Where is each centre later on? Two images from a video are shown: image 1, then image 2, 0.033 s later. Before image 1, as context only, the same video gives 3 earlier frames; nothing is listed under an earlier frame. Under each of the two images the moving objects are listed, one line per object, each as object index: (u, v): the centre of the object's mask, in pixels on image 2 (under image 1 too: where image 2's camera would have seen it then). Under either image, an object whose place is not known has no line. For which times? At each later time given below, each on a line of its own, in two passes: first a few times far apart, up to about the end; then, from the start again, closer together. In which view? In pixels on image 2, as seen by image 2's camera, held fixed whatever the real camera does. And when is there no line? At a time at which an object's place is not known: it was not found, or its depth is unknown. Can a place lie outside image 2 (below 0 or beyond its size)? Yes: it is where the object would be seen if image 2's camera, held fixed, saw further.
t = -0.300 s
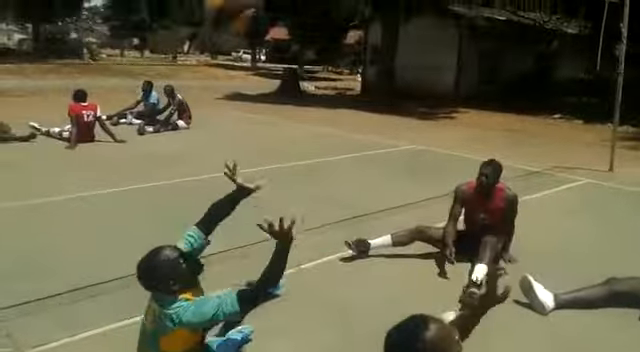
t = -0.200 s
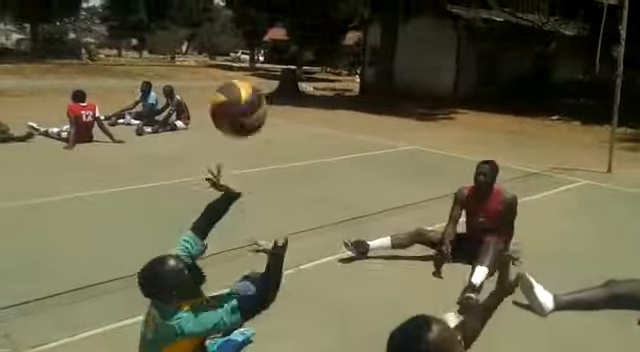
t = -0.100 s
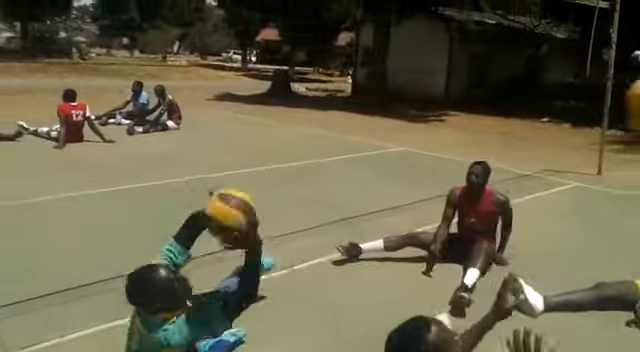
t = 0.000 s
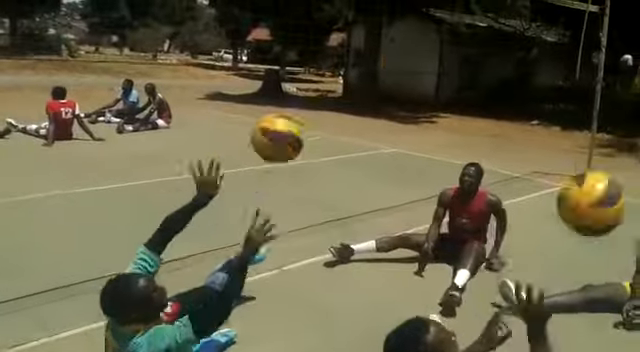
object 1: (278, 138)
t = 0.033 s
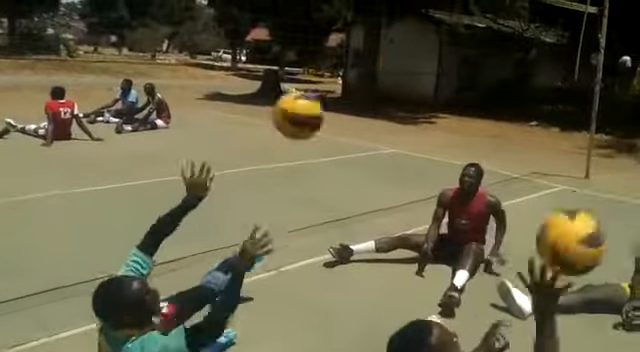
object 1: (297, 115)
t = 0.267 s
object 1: (422, 33)
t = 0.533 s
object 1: (506, 79)
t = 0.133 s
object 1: (356, 62)
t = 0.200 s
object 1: (390, 41)
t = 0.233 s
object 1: (409, 36)
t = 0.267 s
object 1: (422, 33)
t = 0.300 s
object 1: (437, 32)
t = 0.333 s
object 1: (449, 33)
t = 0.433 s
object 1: (484, 47)
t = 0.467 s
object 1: (494, 53)
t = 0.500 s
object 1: (499, 65)
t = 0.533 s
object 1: (506, 79)
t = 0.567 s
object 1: (514, 91)
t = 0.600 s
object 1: (522, 105)
